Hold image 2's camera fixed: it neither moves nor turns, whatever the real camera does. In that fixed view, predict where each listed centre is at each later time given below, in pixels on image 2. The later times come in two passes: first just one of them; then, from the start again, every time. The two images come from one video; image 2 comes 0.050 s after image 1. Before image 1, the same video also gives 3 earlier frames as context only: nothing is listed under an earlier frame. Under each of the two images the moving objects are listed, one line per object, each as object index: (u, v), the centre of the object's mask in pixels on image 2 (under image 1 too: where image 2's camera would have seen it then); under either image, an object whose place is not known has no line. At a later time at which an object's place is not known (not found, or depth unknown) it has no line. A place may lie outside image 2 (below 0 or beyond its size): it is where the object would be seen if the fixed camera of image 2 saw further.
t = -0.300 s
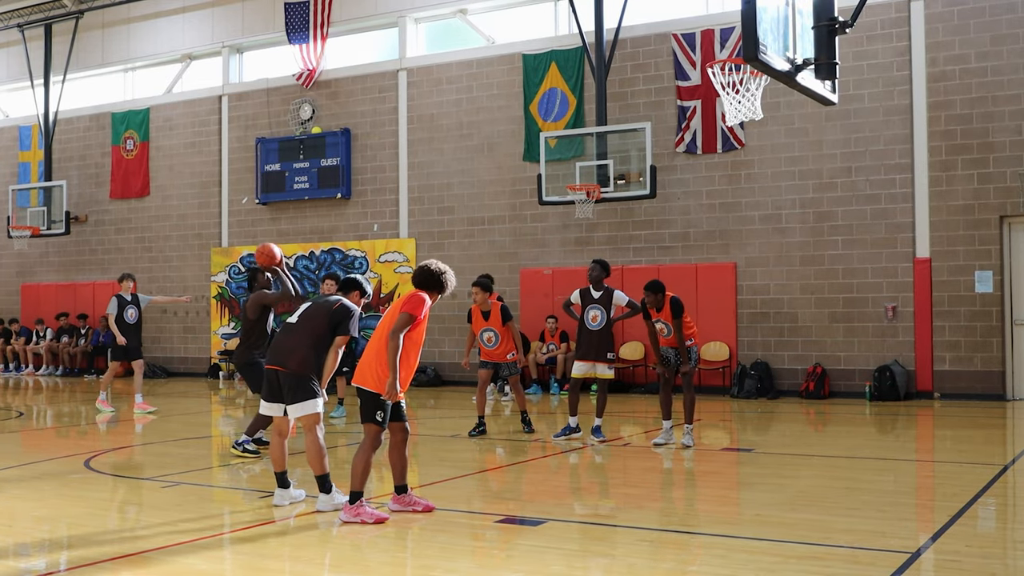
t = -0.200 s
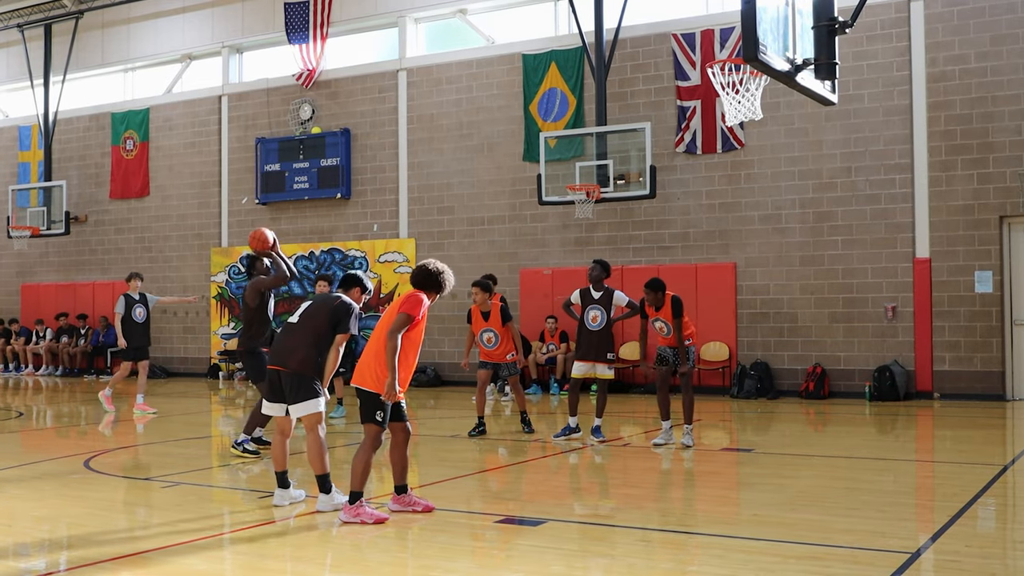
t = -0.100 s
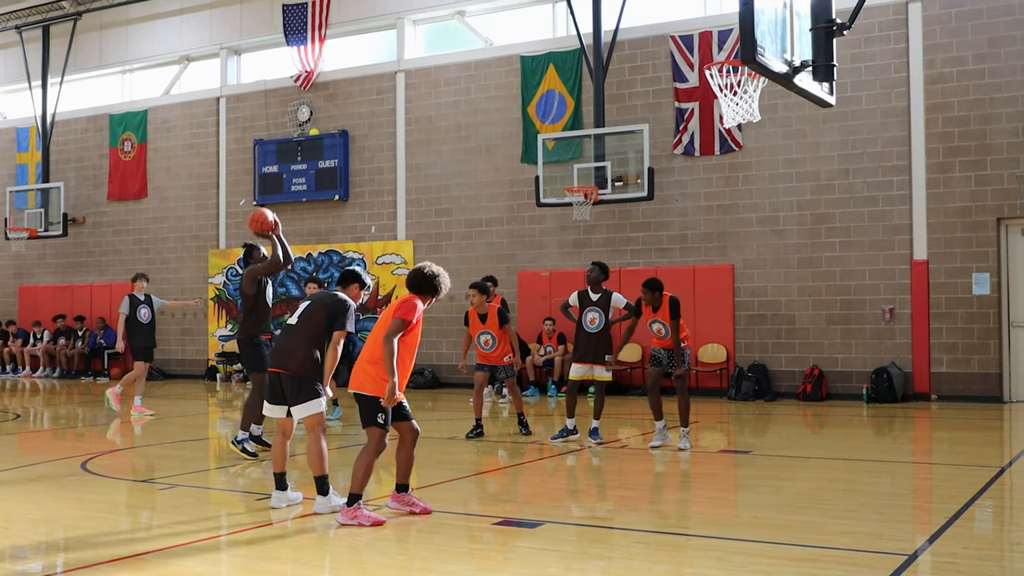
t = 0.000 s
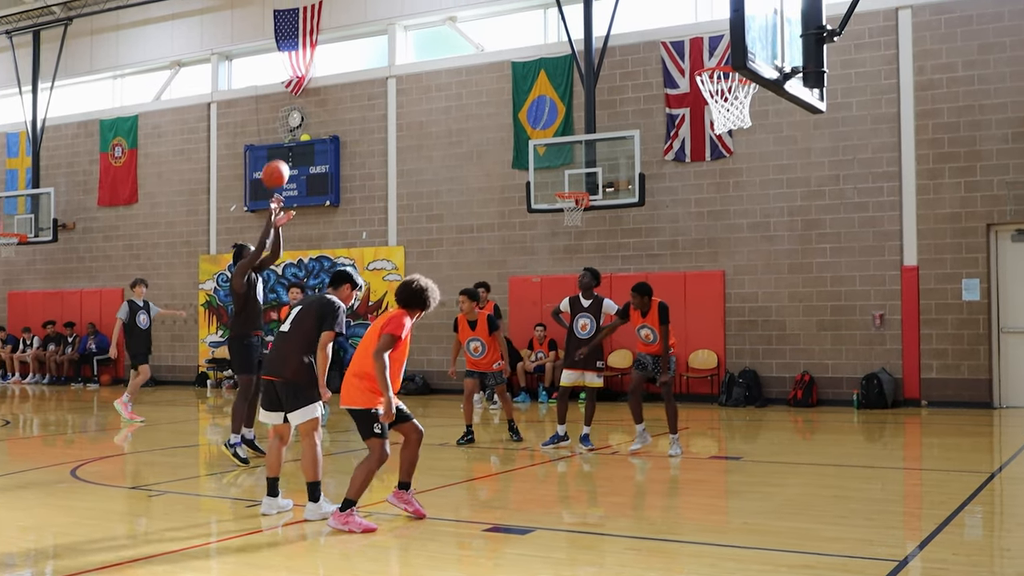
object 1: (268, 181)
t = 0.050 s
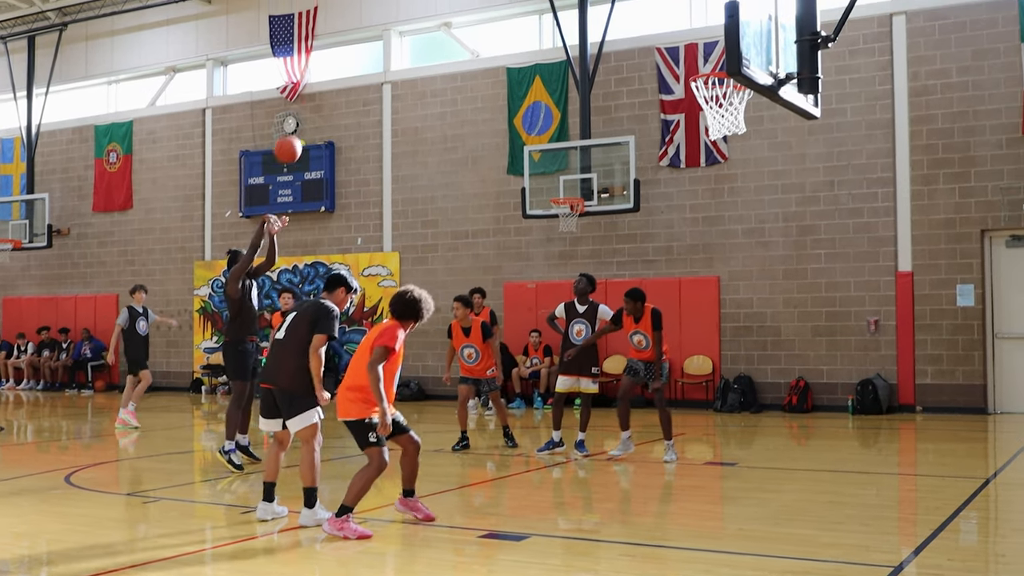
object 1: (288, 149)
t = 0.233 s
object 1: (353, 58)
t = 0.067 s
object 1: (294, 139)
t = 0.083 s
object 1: (301, 129)
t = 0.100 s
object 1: (306, 121)
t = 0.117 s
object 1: (312, 112)
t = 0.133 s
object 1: (318, 103)
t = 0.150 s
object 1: (323, 95)
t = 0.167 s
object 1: (329, 88)
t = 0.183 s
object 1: (335, 80)
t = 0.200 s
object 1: (341, 73)
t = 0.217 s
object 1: (347, 66)
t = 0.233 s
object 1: (353, 58)
